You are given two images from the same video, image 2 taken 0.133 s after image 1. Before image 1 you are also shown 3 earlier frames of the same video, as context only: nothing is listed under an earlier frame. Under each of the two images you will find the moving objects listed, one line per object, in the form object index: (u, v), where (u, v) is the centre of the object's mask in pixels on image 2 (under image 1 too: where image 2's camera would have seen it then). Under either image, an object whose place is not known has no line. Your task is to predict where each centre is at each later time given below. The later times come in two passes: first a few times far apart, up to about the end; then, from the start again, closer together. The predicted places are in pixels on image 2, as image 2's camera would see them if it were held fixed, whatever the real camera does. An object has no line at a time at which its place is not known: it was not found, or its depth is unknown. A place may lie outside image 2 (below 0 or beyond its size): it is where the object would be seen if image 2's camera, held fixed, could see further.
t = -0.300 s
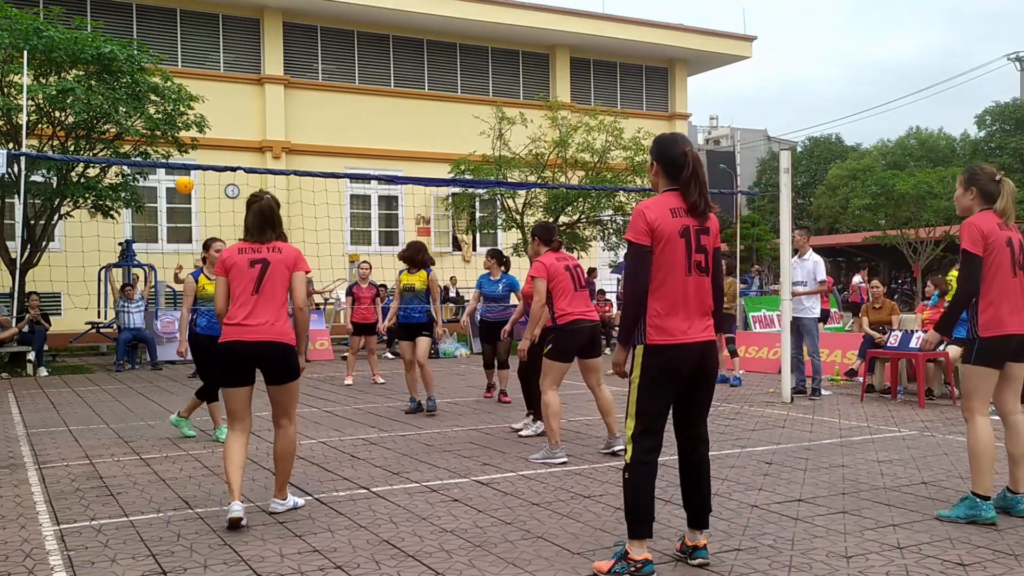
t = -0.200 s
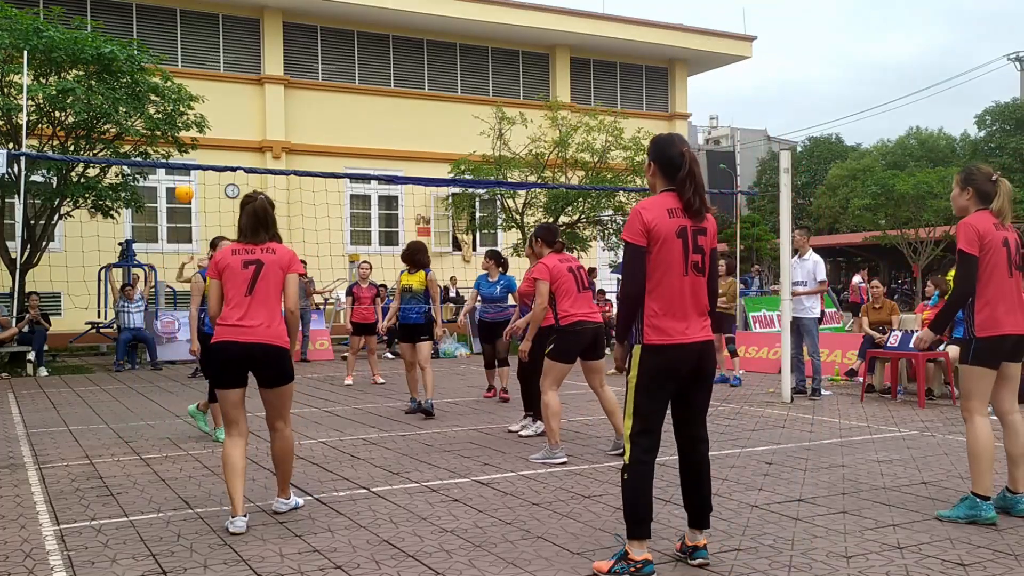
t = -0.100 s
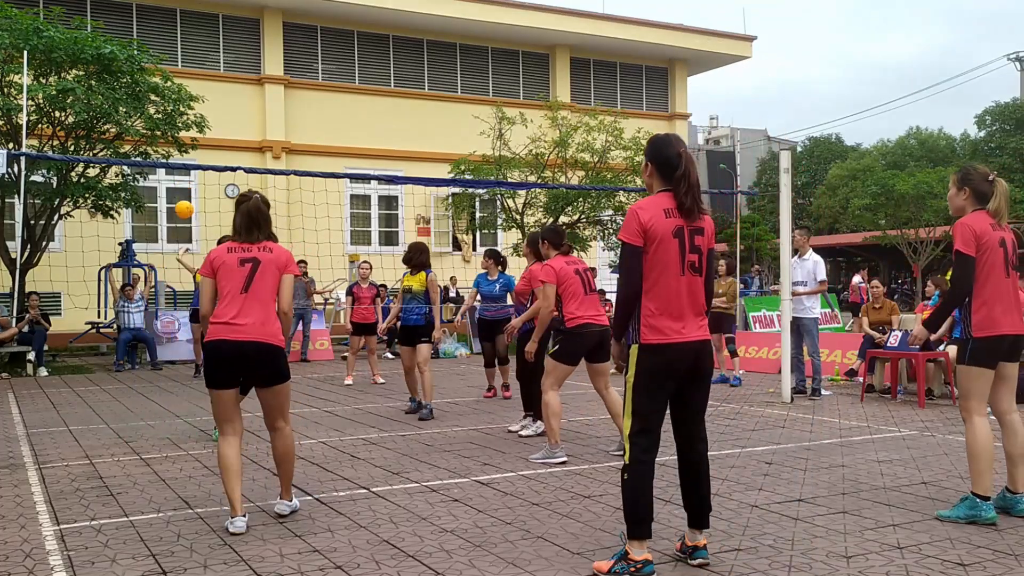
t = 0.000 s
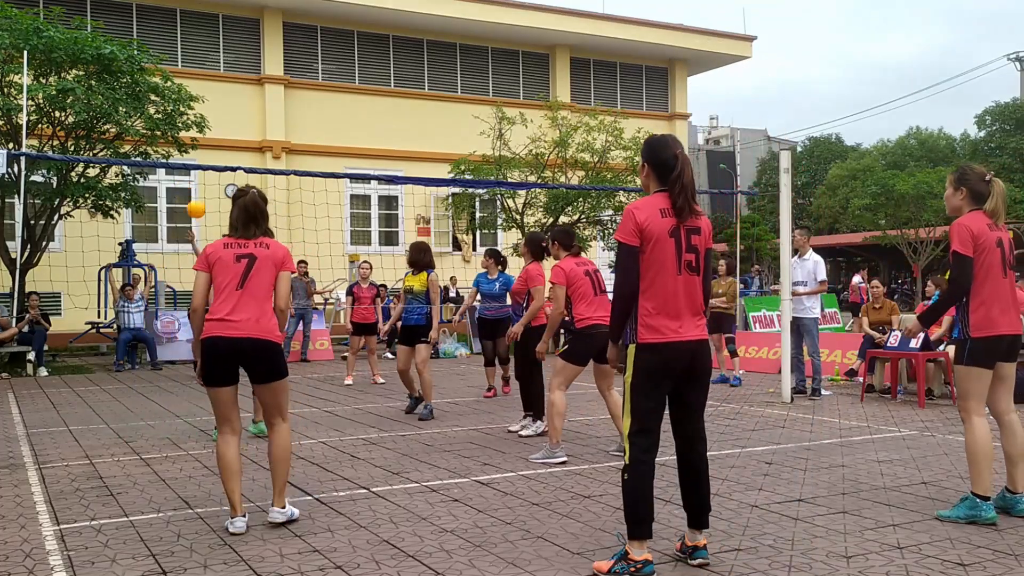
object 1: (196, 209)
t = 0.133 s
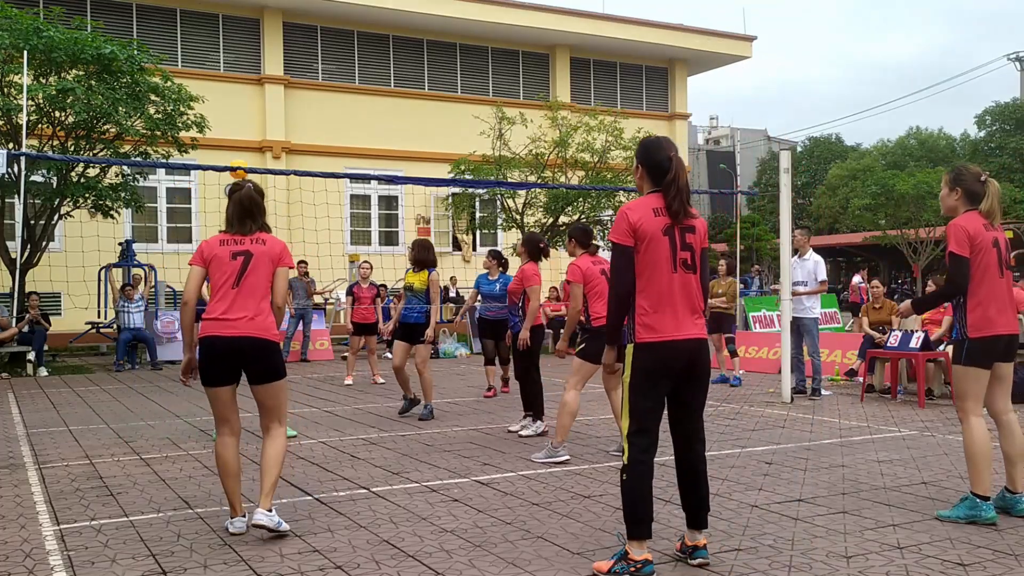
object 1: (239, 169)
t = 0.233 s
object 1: (271, 146)
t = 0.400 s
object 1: (334, 126)
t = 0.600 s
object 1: (420, 144)
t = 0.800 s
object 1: (520, 221)
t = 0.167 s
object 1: (249, 159)
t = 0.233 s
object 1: (271, 146)
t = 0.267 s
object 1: (283, 139)
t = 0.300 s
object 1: (296, 134)
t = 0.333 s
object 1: (308, 131)
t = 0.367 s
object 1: (321, 128)
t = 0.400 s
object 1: (334, 126)
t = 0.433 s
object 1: (347, 126)
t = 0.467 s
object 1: (361, 127)
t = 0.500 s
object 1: (375, 129)
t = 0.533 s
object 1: (390, 132)
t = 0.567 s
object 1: (405, 137)
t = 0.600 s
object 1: (420, 144)
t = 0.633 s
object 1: (435, 152)
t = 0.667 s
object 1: (451, 162)
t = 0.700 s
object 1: (468, 174)
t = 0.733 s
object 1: (485, 188)
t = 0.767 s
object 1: (502, 203)
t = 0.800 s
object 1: (520, 221)
